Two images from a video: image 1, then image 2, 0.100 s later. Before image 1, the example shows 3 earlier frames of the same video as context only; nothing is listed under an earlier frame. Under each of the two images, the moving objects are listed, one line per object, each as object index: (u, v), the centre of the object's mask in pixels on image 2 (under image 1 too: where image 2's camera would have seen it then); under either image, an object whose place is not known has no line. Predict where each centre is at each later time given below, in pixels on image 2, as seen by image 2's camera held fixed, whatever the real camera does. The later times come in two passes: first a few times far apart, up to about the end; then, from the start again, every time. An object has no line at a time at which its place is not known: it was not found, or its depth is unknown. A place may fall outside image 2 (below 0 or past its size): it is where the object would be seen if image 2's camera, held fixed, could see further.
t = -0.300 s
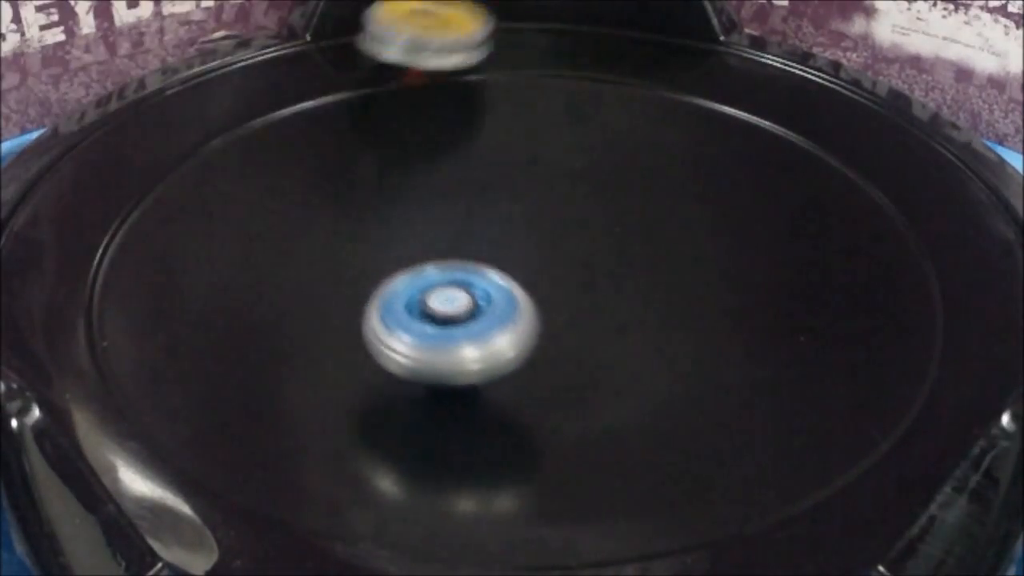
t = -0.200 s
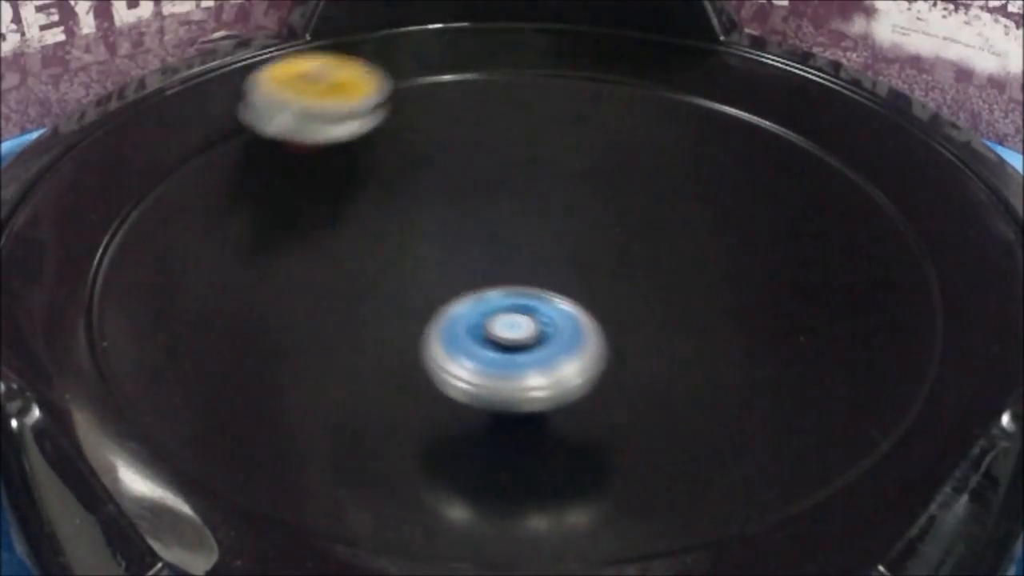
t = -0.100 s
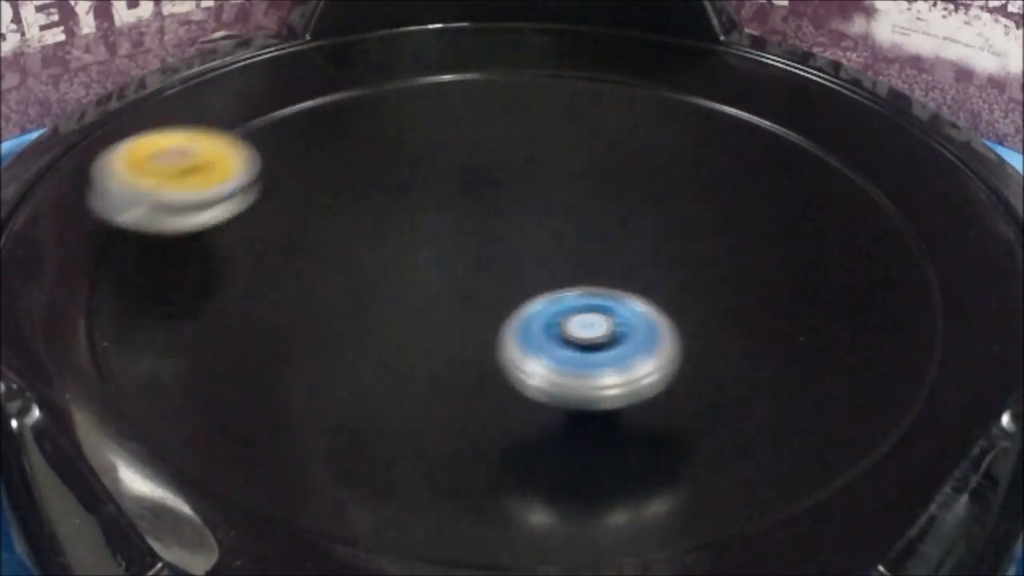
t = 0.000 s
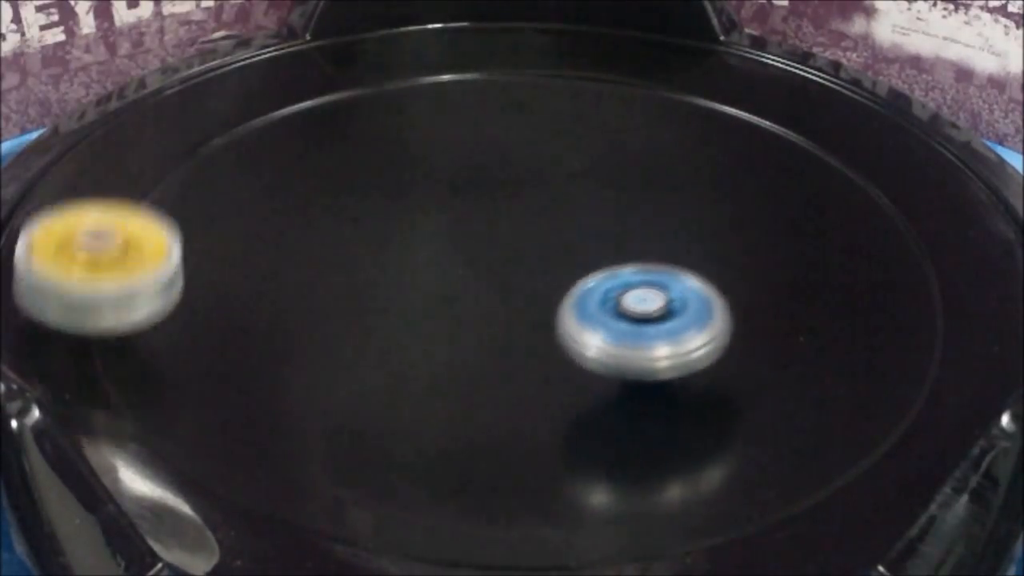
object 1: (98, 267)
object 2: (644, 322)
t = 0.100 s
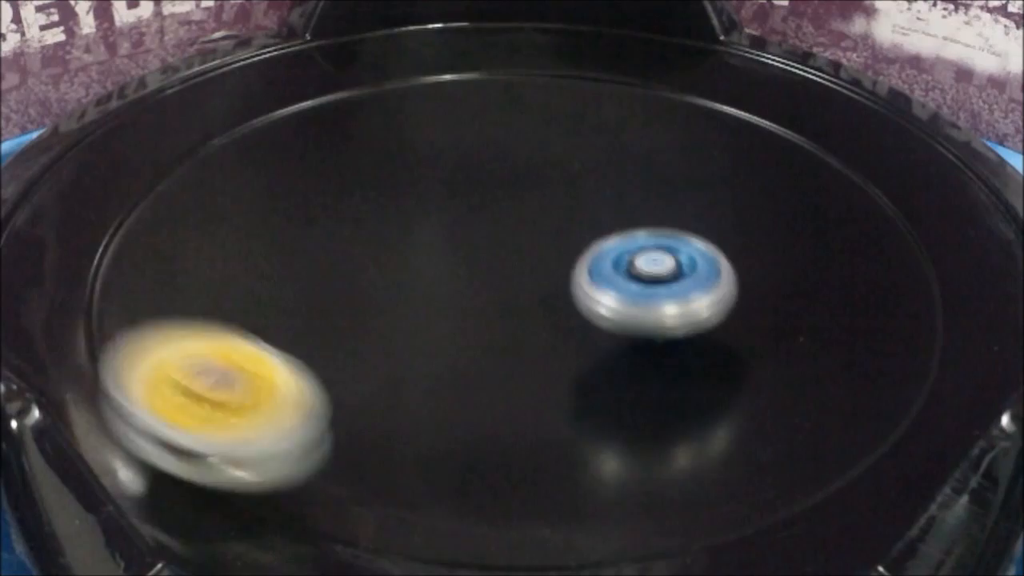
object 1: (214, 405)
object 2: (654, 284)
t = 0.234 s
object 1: (531, 434)
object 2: (601, 239)
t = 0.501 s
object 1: (650, 123)
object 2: (418, 248)
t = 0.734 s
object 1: (290, 66)
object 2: (450, 310)
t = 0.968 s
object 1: (131, 255)
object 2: (538, 300)
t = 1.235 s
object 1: (620, 396)
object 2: (502, 269)
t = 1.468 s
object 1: (696, 171)
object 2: (461, 270)
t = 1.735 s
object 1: (333, 111)
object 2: (485, 286)
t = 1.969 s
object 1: (268, 320)
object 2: (486, 270)
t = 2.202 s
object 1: (694, 339)
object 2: (463, 250)
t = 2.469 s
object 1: (620, 117)
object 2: (461, 265)
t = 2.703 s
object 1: (320, 146)
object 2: (479, 258)
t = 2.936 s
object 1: (407, 367)
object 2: (482, 239)
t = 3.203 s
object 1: (768, 252)
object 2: (463, 249)
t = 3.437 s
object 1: (565, 114)
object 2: (492, 249)
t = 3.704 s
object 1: (301, 265)
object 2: (483, 238)
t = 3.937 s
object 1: (630, 390)
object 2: (494, 241)
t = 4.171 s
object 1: (755, 211)
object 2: (504, 243)
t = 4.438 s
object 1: (411, 161)
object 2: (514, 244)
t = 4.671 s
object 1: (357, 358)
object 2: (515, 244)
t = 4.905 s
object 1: (719, 355)
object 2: (525, 248)
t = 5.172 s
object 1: (605, 167)
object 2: (529, 254)
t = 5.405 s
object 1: (312, 221)
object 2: (537, 257)
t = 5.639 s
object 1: (442, 398)
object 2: (533, 262)
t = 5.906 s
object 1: (700, 265)
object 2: (528, 269)
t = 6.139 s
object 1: (472, 158)
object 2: (527, 273)
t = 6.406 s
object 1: (280, 297)
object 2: (519, 274)
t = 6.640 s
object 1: (590, 365)
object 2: (512, 271)
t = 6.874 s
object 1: (663, 209)
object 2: (486, 264)
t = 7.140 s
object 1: (368, 156)
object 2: (474, 274)
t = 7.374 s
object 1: (328, 323)
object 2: (480, 266)
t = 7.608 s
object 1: (648, 332)
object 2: (476, 262)
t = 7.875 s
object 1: (601, 155)
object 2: (474, 254)
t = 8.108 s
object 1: (344, 181)
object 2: (481, 251)
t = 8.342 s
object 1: (421, 350)
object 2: (484, 244)
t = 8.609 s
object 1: (707, 272)
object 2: (485, 242)
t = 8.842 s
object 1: (565, 149)
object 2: (491, 243)
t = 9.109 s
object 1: (316, 243)
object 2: (526, 270)
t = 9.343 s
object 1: (530, 377)
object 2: (531, 251)
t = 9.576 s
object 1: (720, 261)
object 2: (541, 248)
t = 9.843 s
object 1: (502, 159)
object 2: (543, 257)
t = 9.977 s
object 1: (368, 205)
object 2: (541, 259)
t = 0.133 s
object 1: (294, 436)
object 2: (647, 271)
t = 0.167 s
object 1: (376, 448)
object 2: (635, 259)
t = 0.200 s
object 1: (456, 446)
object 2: (620, 248)
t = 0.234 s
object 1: (531, 434)
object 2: (601, 239)
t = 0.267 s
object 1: (595, 410)
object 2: (580, 232)
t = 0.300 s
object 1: (644, 379)
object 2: (556, 226)
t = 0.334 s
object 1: (677, 341)
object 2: (530, 224)
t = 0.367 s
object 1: (693, 300)
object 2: (504, 223)
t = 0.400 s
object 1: (696, 257)
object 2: (478, 226)
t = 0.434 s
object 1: (689, 211)
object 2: (455, 231)
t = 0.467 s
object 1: (673, 166)
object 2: (434, 239)
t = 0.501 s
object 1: (650, 123)
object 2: (418, 248)
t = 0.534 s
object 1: (618, 82)
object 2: (408, 258)
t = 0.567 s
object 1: (579, 44)
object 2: (405, 268)
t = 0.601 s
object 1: (538, 22)
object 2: (407, 278)
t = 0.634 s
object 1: (481, 25)
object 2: (413, 287)
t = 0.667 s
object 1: (424, 37)
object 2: (423, 296)
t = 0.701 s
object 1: (359, 50)
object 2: (436, 304)
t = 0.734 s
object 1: (290, 66)
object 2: (450, 310)
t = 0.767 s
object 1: (220, 84)
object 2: (467, 314)
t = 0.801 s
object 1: (166, 105)
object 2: (484, 316)
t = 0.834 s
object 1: (122, 128)
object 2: (501, 316)
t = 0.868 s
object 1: (83, 156)
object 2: (514, 314)
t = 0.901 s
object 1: (71, 180)
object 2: (525, 310)
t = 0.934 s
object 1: (95, 207)
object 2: (533, 304)
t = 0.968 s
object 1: (131, 255)
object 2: (538, 300)
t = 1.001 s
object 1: (161, 293)
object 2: (540, 293)
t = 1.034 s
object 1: (202, 331)
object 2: (538, 287)
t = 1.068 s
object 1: (255, 364)
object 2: (536, 281)
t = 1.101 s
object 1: (320, 391)
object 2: (532, 276)
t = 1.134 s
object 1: (395, 410)
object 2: (527, 271)
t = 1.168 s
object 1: (474, 418)
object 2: (521, 269)
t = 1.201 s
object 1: (551, 413)
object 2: (513, 268)
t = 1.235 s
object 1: (620, 396)
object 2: (502, 269)
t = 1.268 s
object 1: (673, 371)
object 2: (489, 269)
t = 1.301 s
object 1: (713, 340)
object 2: (478, 267)
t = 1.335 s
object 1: (737, 305)
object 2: (469, 266)
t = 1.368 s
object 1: (746, 270)
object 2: (464, 265)
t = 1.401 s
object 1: (741, 234)
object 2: (462, 266)
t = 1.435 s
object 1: (723, 201)
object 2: (462, 267)
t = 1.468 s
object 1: (696, 171)
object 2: (461, 270)
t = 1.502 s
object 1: (661, 146)
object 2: (461, 273)
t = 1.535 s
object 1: (618, 125)
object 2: (461, 275)
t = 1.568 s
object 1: (571, 109)
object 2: (462, 277)
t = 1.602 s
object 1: (523, 100)
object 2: (466, 280)
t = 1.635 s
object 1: (474, 94)
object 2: (470, 282)
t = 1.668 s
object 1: (425, 94)
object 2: (475, 284)
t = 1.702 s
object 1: (377, 100)
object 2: (480, 285)
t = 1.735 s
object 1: (333, 111)
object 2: (485, 286)
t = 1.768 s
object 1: (293, 129)
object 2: (488, 286)
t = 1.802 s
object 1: (259, 152)
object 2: (490, 285)
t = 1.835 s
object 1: (235, 179)
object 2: (491, 283)
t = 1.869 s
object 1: (221, 212)
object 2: (491, 281)
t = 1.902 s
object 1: (220, 248)
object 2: (489, 278)
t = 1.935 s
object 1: (235, 285)
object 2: (487, 274)
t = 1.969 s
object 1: (268, 320)
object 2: (486, 270)
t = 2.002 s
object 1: (316, 351)
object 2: (484, 265)
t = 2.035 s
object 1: (379, 376)
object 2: (482, 261)
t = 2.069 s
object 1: (450, 390)
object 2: (479, 258)
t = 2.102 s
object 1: (523, 392)
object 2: (476, 255)
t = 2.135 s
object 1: (591, 384)
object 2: (471, 252)
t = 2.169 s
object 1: (648, 365)
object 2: (467, 251)
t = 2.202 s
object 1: (694, 339)
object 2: (463, 250)
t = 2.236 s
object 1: (725, 309)
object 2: (459, 251)
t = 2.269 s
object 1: (742, 277)
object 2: (456, 251)
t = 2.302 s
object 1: (746, 244)
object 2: (455, 253)
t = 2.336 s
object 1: (739, 212)
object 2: (455, 255)
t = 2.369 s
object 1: (720, 183)
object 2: (455, 257)
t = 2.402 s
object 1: (693, 157)
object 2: (456, 260)
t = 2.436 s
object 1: (659, 135)
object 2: (458, 263)
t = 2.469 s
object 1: (620, 117)
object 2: (461, 265)
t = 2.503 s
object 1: (577, 105)
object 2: (464, 267)
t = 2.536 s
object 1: (532, 98)
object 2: (466, 268)
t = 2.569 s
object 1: (485, 97)
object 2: (468, 268)
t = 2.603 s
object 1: (440, 100)
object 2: (471, 267)
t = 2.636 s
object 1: (396, 110)
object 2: (473, 265)
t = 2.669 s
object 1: (355, 125)
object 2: (476, 262)
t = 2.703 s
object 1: (320, 146)
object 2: (479, 258)
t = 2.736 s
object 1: (292, 173)
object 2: (483, 254)
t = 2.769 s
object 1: (275, 205)
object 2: (487, 250)
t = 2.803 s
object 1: (270, 240)
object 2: (489, 246)
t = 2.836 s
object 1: (281, 277)
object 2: (489, 243)
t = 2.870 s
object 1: (307, 312)
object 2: (488, 241)
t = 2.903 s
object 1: (350, 343)
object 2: (486, 239)
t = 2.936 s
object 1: (407, 367)
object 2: (482, 239)
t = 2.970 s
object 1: (471, 382)
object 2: (478, 240)
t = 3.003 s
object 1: (539, 386)
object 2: (474, 241)
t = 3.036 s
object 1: (604, 380)
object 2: (469, 242)
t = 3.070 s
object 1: (661, 364)
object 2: (465, 244)
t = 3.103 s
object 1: (708, 341)
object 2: (463, 246)
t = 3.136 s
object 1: (742, 314)
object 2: (462, 247)
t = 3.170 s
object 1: (761, 283)
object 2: (461, 248)
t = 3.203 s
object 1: (768, 252)
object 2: (463, 249)
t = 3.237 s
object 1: (763, 222)
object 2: (465, 249)
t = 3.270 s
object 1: (748, 194)
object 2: (469, 249)
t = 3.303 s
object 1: (723, 170)
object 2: (474, 248)
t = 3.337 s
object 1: (692, 149)
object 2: (479, 248)
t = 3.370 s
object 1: (654, 132)
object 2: (485, 248)
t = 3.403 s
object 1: (612, 120)
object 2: (489, 249)
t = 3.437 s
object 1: (565, 114)
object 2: (492, 249)
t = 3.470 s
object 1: (518, 114)
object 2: (493, 249)
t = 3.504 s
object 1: (470, 119)
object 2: (492, 249)
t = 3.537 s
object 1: (425, 130)
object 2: (491, 249)
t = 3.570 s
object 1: (382, 148)
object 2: (489, 247)
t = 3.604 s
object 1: (346, 170)
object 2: (487, 245)
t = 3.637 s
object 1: (319, 198)
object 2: (484, 243)
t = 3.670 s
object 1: (303, 230)
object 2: (483, 240)
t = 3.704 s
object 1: (301, 265)
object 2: (483, 238)
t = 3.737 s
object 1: (313, 300)
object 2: (484, 237)
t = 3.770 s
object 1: (342, 333)
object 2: (485, 236)
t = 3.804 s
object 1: (385, 361)
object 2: (487, 236)
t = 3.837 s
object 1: (441, 383)
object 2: (489, 236)
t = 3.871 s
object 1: (504, 395)
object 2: (491, 238)
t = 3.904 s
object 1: (569, 397)
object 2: (493, 239)
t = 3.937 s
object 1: (630, 390)
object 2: (494, 241)
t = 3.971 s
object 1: (684, 374)
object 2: (496, 243)
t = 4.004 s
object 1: (728, 351)
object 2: (497, 244)
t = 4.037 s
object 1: (758, 324)
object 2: (498, 245)
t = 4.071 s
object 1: (776, 295)
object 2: (499, 245)
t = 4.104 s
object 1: (780, 265)
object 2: (501, 245)
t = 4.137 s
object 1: (773, 237)
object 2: (502, 244)
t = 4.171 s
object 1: (755, 211)
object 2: (504, 243)
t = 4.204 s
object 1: (728, 188)
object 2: (506, 243)
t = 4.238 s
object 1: (693, 168)
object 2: (508, 242)
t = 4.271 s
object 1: (653, 153)
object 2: (510, 242)
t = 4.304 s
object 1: (608, 143)
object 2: (511, 242)
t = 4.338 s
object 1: (558, 138)
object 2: (512, 242)
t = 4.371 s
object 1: (508, 139)
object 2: (513, 243)
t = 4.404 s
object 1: (458, 147)
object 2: (514, 244)
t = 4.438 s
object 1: (411, 161)
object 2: (514, 244)
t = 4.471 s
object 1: (369, 181)
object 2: (514, 244)
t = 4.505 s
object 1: (337, 205)
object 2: (513, 245)
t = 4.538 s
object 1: (315, 233)
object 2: (513, 245)
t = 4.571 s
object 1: (304, 264)
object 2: (513, 245)
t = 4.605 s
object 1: (307, 297)
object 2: (513, 245)
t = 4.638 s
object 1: (324, 329)
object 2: (514, 244)
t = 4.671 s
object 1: (357, 358)
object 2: (515, 244)
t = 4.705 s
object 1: (402, 382)
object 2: (517, 244)
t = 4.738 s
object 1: (458, 399)
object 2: (519, 245)
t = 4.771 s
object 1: (519, 408)
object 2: (521, 245)
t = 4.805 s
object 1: (580, 406)
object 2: (522, 246)
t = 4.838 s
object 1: (636, 396)
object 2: (524, 246)
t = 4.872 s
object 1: (683, 378)
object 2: (524, 247)
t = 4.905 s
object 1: (719, 355)
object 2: (525, 248)
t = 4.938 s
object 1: (743, 329)
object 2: (525, 249)
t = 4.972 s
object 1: (754, 300)
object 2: (526, 250)
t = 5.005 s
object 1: (752, 271)
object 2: (526, 251)
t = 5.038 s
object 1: (738, 244)
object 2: (526, 251)
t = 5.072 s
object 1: (716, 219)
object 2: (527, 252)
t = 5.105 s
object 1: (684, 198)
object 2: (527, 252)
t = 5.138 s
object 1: (647, 181)
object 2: (528, 253)
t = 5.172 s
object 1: (605, 167)
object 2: (529, 254)
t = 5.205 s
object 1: (560, 159)
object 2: (530, 255)
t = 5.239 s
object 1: (513, 156)
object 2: (531, 256)
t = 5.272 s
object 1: (465, 159)
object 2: (533, 255)
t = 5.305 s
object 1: (419, 167)
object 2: (533, 256)
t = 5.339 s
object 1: (377, 181)
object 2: (535, 256)
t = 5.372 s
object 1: (340, 199)
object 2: (536, 256)
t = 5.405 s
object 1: (312, 221)
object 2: (537, 257)
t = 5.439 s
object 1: (292, 248)
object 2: (538, 258)
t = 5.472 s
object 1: (284, 277)
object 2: (537, 259)
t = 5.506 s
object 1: (290, 307)
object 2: (537, 259)
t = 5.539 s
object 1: (309, 336)
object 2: (536, 260)
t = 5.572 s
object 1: (343, 362)
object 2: (535, 261)
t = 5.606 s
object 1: (388, 383)
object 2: (534, 261)
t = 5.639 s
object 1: (442, 398)
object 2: (533, 262)
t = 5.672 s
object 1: (501, 404)
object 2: (533, 263)
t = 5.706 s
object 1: (557, 401)
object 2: (533, 263)
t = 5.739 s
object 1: (610, 389)
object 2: (532, 264)
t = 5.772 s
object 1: (652, 370)
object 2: (532, 265)
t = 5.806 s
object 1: (682, 346)
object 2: (532, 266)
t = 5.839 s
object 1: (700, 320)
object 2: (531, 267)
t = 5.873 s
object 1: (706, 292)
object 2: (529, 268)
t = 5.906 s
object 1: (700, 265)
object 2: (528, 269)
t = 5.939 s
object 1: (685, 239)
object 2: (528, 269)
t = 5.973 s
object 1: (662, 216)
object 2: (527, 270)
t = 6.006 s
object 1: (632, 196)
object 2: (527, 271)
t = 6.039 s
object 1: (595, 180)
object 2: (527, 271)
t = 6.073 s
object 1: (556, 168)
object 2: (528, 272)
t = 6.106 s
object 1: (515, 160)
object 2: (528, 272)
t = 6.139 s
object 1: (472, 158)
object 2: (527, 273)
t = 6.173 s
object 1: (429, 160)
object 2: (527, 274)
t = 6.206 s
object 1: (387, 167)
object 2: (526, 274)
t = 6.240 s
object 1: (348, 180)
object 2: (525, 274)
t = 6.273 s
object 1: (316, 197)
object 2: (524, 275)
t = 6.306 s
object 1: (291, 218)
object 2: (523, 275)
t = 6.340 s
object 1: (276, 242)
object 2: (522, 275)
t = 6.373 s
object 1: (272, 270)
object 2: (521, 274)
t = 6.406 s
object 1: (280, 297)
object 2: (519, 274)
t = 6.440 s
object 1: (303, 325)
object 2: (519, 274)
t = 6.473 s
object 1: (338, 349)
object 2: (519, 274)
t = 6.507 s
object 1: (384, 367)
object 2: (519, 274)
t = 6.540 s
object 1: (437, 379)
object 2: (520, 274)
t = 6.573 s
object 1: (491, 383)
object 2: (519, 272)
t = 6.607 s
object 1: (544, 377)
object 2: (516, 271)
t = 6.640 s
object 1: (590, 365)
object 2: (512, 271)
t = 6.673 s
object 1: (632, 352)
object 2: (508, 266)
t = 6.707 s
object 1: (664, 334)
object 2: (502, 259)
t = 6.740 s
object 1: (683, 310)
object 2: (498, 254)
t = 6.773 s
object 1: (692, 284)
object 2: (497, 253)
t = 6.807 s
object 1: (691, 258)
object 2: (493, 256)
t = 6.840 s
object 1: (681, 232)
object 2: (488, 260)
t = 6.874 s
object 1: (663, 209)
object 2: (486, 264)
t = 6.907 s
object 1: (638, 187)
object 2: (484, 268)
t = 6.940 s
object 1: (608, 169)
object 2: (481, 271)
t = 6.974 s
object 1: (573, 155)
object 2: (480, 273)
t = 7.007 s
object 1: (534, 146)
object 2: (478, 275)
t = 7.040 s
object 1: (492, 141)
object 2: (476, 276)
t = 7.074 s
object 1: (448, 141)
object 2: (475, 276)
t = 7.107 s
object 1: (407, 146)
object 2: (474, 275)
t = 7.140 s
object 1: (368, 156)
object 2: (474, 274)
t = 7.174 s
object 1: (335, 171)
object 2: (475, 273)
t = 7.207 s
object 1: (307, 191)
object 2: (476, 271)
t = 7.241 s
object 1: (290, 214)
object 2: (477, 270)
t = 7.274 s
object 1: (282, 241)
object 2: (478, 269)
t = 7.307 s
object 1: (284, 269)
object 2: (479, 267)
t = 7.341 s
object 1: (300, 297)
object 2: (479, 266)
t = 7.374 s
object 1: (328, 323)
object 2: (480, 266)
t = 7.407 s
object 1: (367, 345)
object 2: (481, 264)
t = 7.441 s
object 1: (416, 361)
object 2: (481, 262)
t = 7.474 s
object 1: (468, 370)
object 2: (479, 261)
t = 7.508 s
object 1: (521, 371)
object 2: (477, 261)
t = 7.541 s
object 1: (571, 363)
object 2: (476, 262)
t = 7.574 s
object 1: (614, 350)
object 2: (477, 263)
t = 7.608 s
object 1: (648, 332)
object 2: (476, 262)
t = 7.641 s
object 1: (673, 309)
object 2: (475, 262)
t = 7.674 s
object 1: (688, 285)
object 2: (474, 261)
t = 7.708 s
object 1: (693, 260)
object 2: (474, 260)
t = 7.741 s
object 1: (689, 235)
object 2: (473, 259)
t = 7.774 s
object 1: (677, 211)
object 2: (473, 257)
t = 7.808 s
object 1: (658, 189)
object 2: (473, 256)
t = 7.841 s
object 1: (632, 171)
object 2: (474, 255)
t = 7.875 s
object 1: (601, 155)
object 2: (474, 254)
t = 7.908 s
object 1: (566, 144)
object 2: (475, 253)
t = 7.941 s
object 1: (527, 138)
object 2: (476, 253)
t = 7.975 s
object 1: (485, 137)
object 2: (477, 253)
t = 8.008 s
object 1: (445, 140)
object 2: (478, 252)
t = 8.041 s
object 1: (407, 149)
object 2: (479, 252)
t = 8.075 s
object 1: (372, 163)
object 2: (479, 251)
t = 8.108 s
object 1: (344, 181)
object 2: (481, 251)
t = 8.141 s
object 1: (323, 204)
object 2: (482, 250)
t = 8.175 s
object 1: (313, 230)
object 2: (482, 250)
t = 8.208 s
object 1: (312, 257)
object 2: (483, 249)
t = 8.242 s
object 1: (323, 284)
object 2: (483, 248)
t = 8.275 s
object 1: (346, 310)
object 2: (484, 247)
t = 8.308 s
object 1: (379, 333)
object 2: (484, 246)
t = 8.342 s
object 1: (421, 350)
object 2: (484, 244)
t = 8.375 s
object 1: (469, 361)
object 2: (484, 243)
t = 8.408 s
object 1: (519, 365)
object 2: (484, 243)
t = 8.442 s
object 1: (569, 362)
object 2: (484, 244)
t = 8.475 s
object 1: (612, 352)
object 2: (484, 243)
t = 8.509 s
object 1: (649, 337)
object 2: (484, 243)
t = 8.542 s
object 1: (678, 317)
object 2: (484, 242)
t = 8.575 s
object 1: (697, 295)
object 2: (484, 242)
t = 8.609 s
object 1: (707, 272)
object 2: (485, 242)
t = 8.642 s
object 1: (708, 247)
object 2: (486, 241)
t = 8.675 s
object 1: (700, 225)
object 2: (487, 241)
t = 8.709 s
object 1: (684, 203)
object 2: (488, 241)
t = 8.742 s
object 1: (661, 185)
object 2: (489, 242)
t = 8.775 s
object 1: (633, 169)
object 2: (490, 242)
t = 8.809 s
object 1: (601, 157)
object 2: (491, 242)
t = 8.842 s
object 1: (565, 149)
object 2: (491, 243)
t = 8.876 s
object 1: (526, 146)
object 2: (492, 244)
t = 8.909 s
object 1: (486, 147)
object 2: (493, 245)
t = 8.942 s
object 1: (446, 154)
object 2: (494, 245)
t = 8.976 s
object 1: (408, 166)
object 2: (496, 245)
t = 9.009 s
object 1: (375, 179)
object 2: (505, 253)
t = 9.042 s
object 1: (344, 194)
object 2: (517, 262)
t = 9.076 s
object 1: (325, 217)
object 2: (523, 268)
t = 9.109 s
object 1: (316, 243)
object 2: (526, 270)
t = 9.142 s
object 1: (318, 271)
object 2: (526, 270)
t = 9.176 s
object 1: (331, 298)
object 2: (526, 267)
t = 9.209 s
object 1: (355, 323)
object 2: (526, 264)
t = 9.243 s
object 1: (390, 345)
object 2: (526, 261)
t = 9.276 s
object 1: (432, 362)
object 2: (528, 257)
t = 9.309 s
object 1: (480, 373)
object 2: (529, 254)
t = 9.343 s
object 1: (530, 377)
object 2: (531, 251)
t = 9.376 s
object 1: (579, 374)
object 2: (533, 249)
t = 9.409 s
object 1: (624, 364)
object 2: (534, 247)
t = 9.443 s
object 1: (662, 349)
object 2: (536, 246)
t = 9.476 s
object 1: (691, 330)
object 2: (538, 246)
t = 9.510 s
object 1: (710, 308)
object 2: (539, 246)
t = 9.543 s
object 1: (719, 285)
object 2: (540, 247)
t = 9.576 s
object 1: (720, 261)
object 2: (541, 248)
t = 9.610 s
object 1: (712, 238)
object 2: (541, 250)
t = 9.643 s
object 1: (697, 218)
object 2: (542, 252)
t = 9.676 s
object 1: (675, 199)
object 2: (542, 253)
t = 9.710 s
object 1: (648, 182)
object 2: (542, 254)
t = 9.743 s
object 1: (616, 170)
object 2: (542, 255)
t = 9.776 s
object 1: (579, 161)
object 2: (542, 256)
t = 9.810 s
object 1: (541, 158)
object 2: (543, 257)
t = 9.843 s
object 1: (502, 159)
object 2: (543, 257)
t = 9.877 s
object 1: (464, 165)
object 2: (543, 257)
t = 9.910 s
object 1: (427, 174)
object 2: (542, 257)
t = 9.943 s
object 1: (395, 187)
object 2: (542, 258)
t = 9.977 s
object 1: (368, 205)
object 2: (541, 259)
